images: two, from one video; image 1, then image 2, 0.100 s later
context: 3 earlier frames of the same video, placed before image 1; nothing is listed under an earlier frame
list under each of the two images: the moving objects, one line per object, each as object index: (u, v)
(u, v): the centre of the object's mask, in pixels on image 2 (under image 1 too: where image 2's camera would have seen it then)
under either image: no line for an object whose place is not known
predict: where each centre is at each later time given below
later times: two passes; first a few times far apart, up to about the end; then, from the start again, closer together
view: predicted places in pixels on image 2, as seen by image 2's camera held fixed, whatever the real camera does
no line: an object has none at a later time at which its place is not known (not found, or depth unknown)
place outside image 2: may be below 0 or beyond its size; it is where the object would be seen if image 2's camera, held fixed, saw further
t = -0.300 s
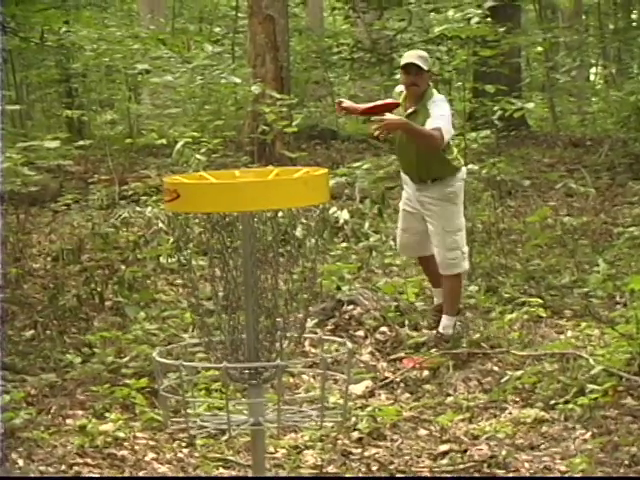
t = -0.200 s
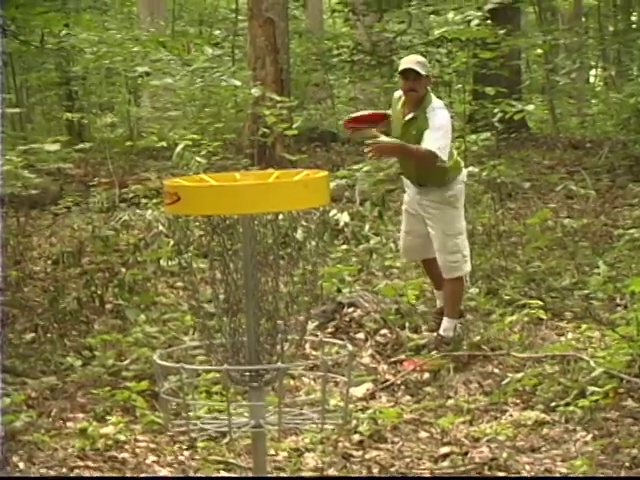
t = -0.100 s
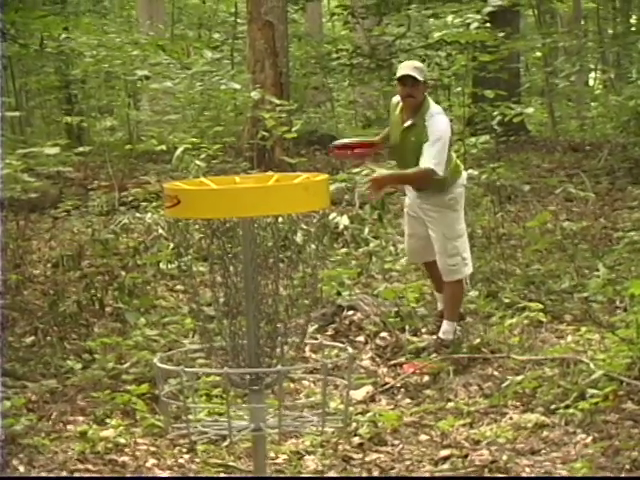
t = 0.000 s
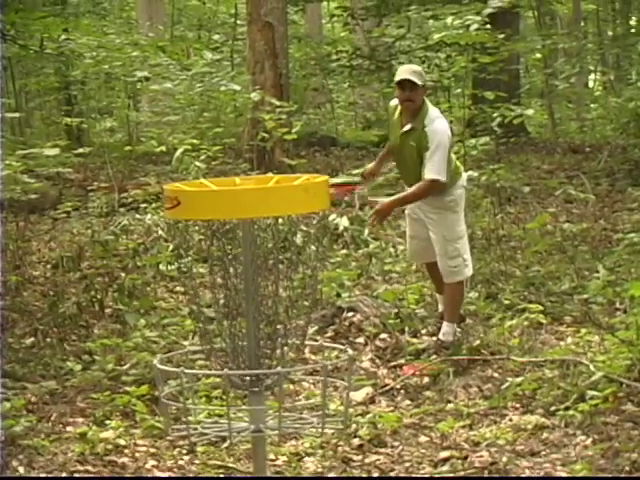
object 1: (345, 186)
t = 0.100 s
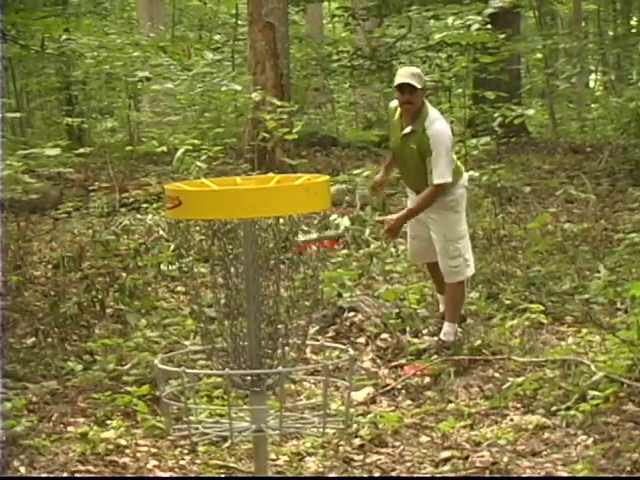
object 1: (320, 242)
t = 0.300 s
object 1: (295, 336)
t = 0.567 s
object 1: (300, 396)
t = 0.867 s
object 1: (299, 403)
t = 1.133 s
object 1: (295, 417)
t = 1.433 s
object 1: (295, 417)
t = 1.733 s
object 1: (294, 418)
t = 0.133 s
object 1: (312, 264)
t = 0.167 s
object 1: (304, 288)
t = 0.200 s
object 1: (299, 310)
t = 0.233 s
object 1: (291, 320)
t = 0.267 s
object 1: (290, 328)
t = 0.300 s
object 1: (295, 336)
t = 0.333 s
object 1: (303, 344)
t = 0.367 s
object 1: (312, 354)
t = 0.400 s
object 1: (320, 369)
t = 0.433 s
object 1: (320, 376)
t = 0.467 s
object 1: (314, 382)
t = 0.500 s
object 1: (306, 387)
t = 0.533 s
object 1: (302, 396)
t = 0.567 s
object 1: (300, 396)
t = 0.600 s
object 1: (299, 393)
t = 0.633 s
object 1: (300, 394)
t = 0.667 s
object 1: (300, 393)
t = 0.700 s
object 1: (301, 393)
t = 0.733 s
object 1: (300, 394)
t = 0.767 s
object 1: (301, 396)
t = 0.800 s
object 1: (301, 400)
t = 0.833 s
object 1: (303, 401)
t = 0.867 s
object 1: (299, 403)
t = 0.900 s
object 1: (298, 405)
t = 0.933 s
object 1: (295, 408)
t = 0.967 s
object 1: (296, 413)
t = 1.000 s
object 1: (292, 414)
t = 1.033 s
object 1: (294, 413)
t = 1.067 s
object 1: (297, 413)
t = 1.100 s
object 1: (294, 414)
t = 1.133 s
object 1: (295, 417)
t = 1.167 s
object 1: (295, 417)
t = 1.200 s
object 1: (295, 416)
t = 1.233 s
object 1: (294, 418)
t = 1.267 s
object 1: (295, 418)
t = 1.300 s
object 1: (295, 417)
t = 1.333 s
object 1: (295, 417)
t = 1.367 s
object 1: (295, 417)
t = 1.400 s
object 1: (295, 418)
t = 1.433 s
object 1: (295, 417)
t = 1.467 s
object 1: (295, 418)
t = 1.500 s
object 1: (294, 418)
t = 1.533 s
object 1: (295, 417)
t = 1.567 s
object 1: (295, 417)
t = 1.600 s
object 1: (294, 417)
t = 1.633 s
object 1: (295, 417)
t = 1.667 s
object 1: (294, 418)
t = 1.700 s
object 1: (294, 418)
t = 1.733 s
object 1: (294, 418)
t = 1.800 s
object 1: (293, 418)
